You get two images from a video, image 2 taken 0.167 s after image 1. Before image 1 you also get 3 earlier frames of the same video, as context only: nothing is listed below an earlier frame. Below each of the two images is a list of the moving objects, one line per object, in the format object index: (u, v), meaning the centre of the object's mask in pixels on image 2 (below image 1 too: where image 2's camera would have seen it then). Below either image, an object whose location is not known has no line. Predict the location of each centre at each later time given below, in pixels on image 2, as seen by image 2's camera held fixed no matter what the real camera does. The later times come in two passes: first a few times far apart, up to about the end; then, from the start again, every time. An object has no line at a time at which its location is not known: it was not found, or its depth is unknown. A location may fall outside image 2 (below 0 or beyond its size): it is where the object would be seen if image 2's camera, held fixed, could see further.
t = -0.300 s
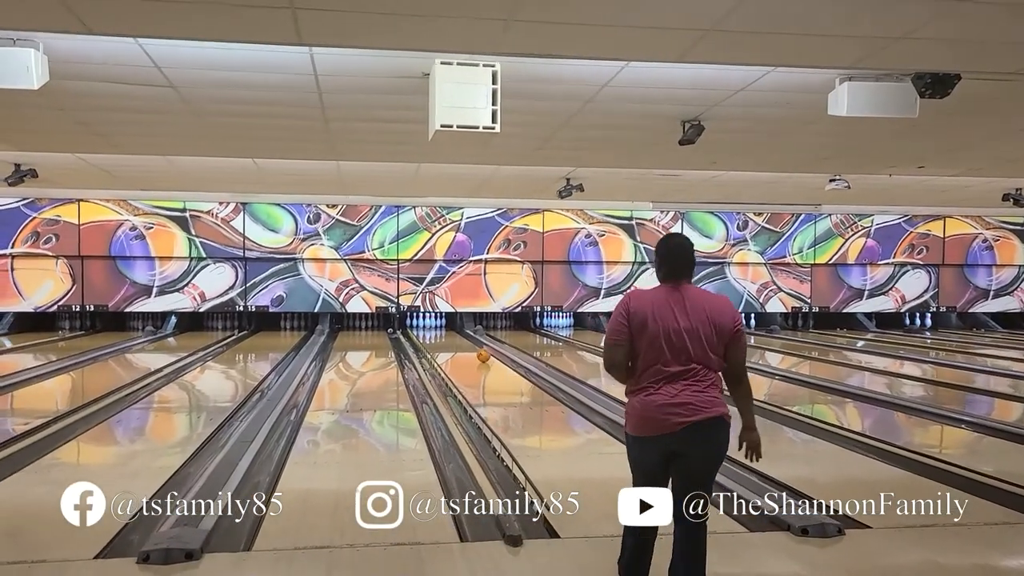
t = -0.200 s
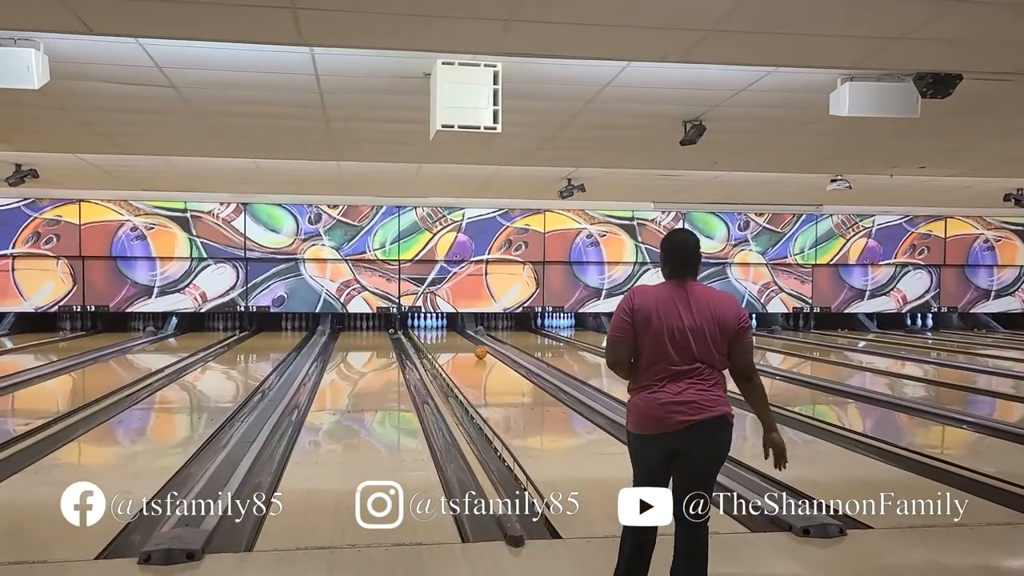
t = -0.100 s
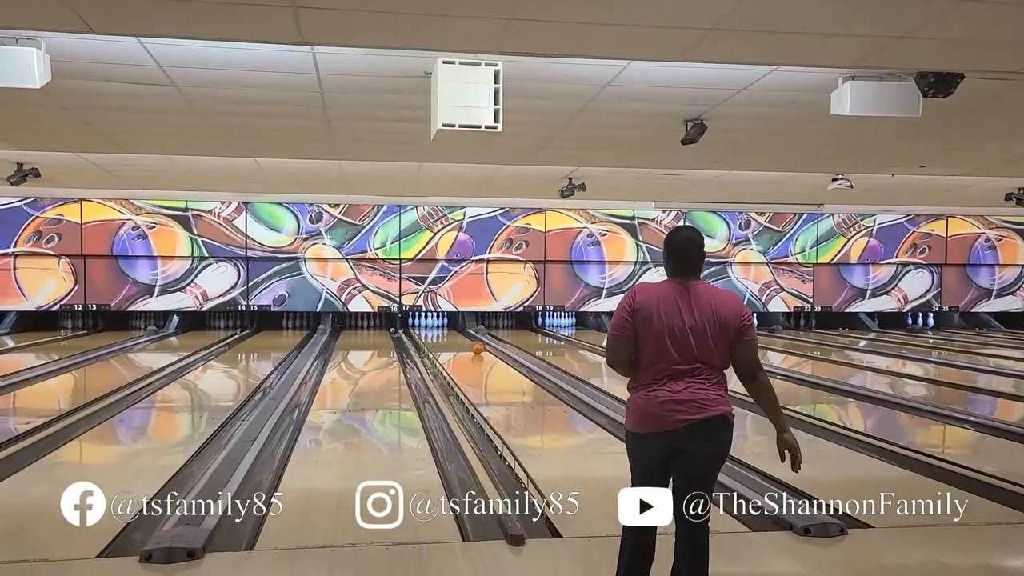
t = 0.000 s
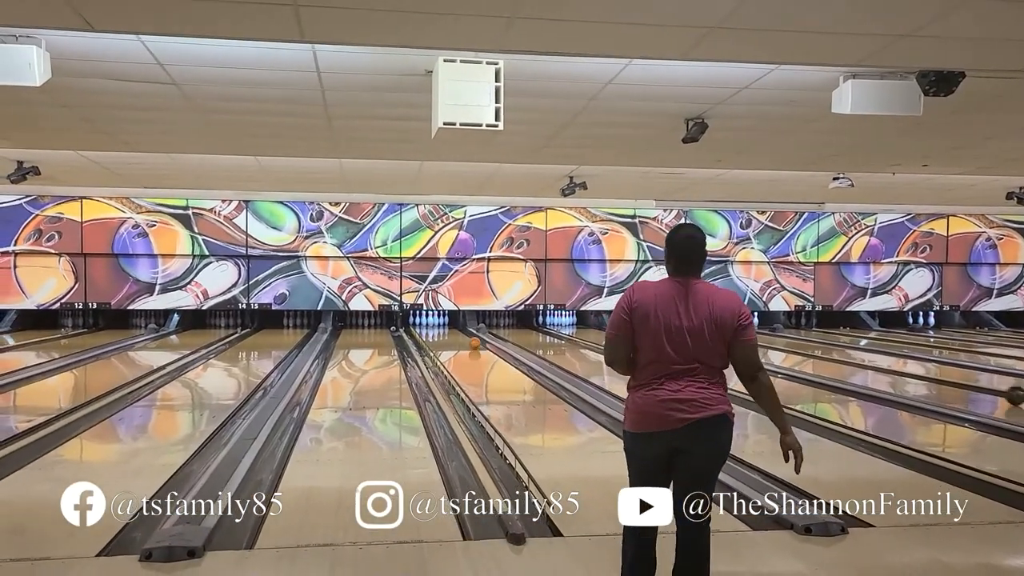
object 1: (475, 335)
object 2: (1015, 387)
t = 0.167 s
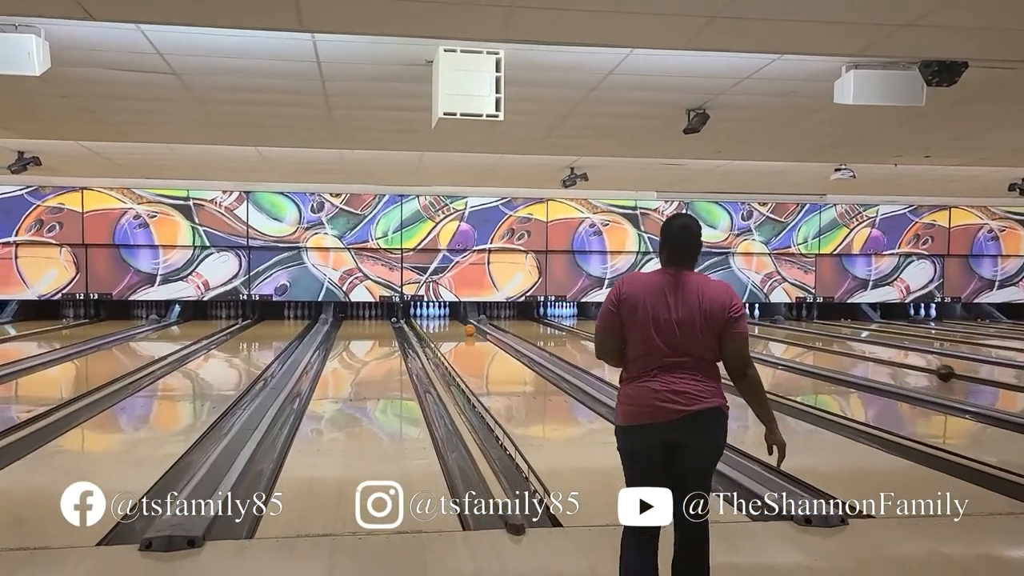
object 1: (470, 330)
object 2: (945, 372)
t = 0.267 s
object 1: (467, 327)
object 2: (909, 365)
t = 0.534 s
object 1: (460, 322)
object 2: (835, 349)
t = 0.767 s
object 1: (454, 318)
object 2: (785, 339)
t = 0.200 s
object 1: (469, 329)
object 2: (933, 370)
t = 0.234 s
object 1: (468, 328)
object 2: (921, 367)
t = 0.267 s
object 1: (467, 327)
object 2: (909, 365)
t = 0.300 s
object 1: (466, 326)
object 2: (899, 362)
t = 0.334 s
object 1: (466, 326)
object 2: (888, 360)
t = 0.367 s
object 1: (464, 325)
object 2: (879, 358)
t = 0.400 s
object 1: (463, 325)
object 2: (869, 356)
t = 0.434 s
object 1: (462, 324)
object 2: (860, 354)
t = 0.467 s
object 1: (461, 323)
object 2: (851, 352)
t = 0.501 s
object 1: (461, 323)
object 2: (843, 351)
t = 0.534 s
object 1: (460, 322)
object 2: (835, 349)
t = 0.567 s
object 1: (459, 321)
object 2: (827, 347)
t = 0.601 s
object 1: (458, 321)
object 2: (819, 346)
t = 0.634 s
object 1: (457, 320)
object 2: (811, 345)
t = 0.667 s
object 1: (456, 320)
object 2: (804, 344)
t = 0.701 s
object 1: (456, 319)
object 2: (798, 342)
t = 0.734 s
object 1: (455, 319)
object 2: (791, 341)
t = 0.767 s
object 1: (454, 318)
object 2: (785, 339)
